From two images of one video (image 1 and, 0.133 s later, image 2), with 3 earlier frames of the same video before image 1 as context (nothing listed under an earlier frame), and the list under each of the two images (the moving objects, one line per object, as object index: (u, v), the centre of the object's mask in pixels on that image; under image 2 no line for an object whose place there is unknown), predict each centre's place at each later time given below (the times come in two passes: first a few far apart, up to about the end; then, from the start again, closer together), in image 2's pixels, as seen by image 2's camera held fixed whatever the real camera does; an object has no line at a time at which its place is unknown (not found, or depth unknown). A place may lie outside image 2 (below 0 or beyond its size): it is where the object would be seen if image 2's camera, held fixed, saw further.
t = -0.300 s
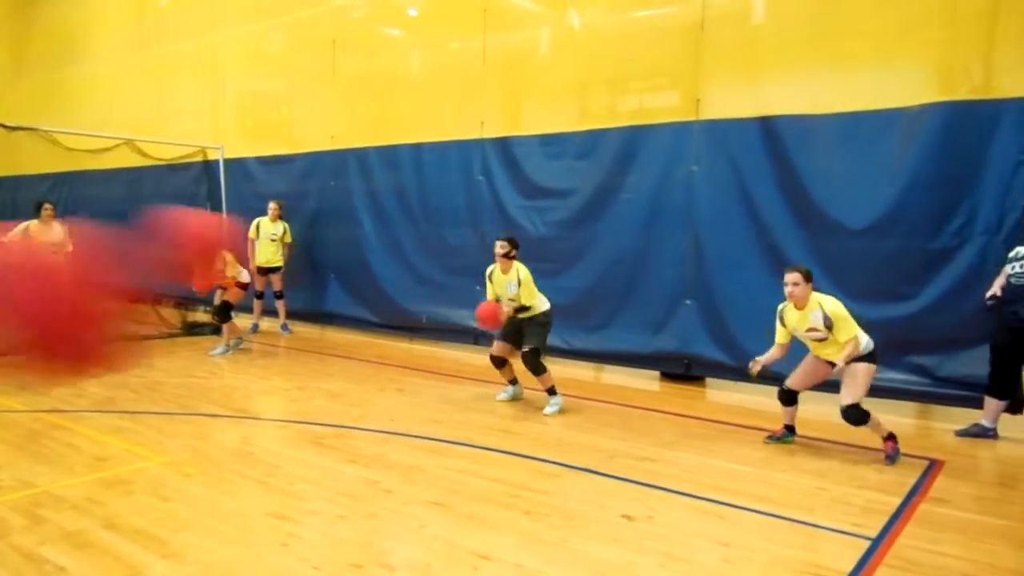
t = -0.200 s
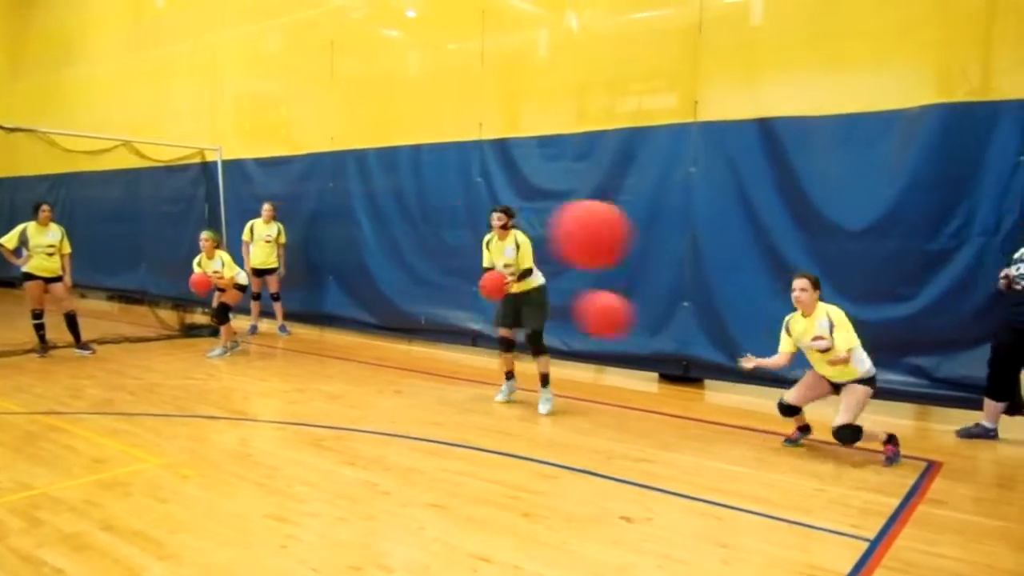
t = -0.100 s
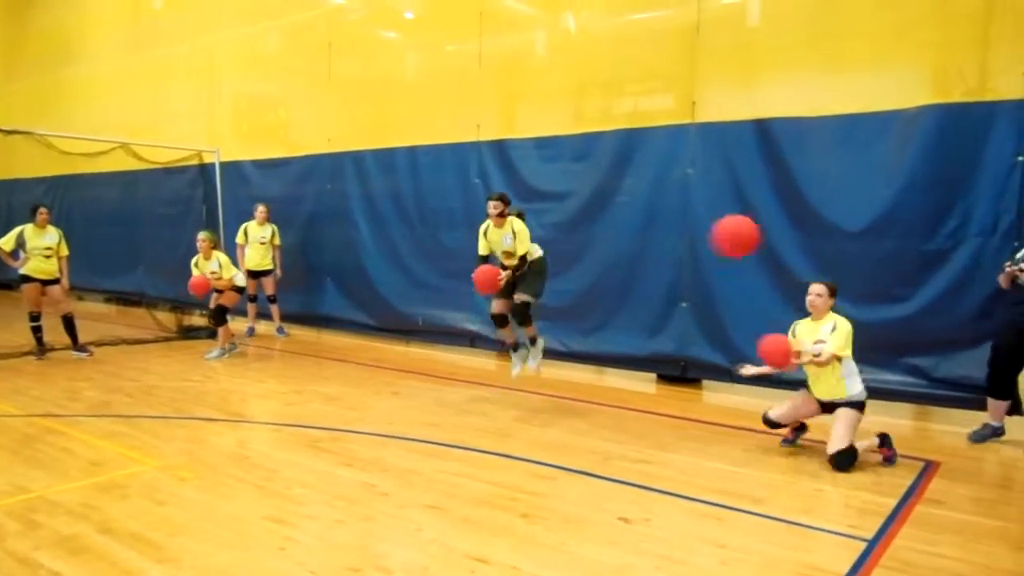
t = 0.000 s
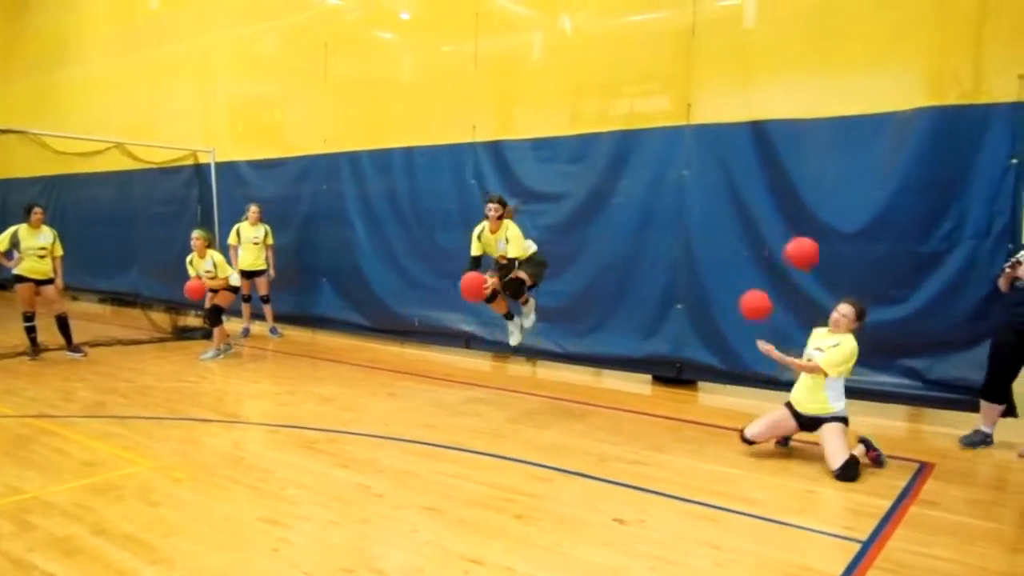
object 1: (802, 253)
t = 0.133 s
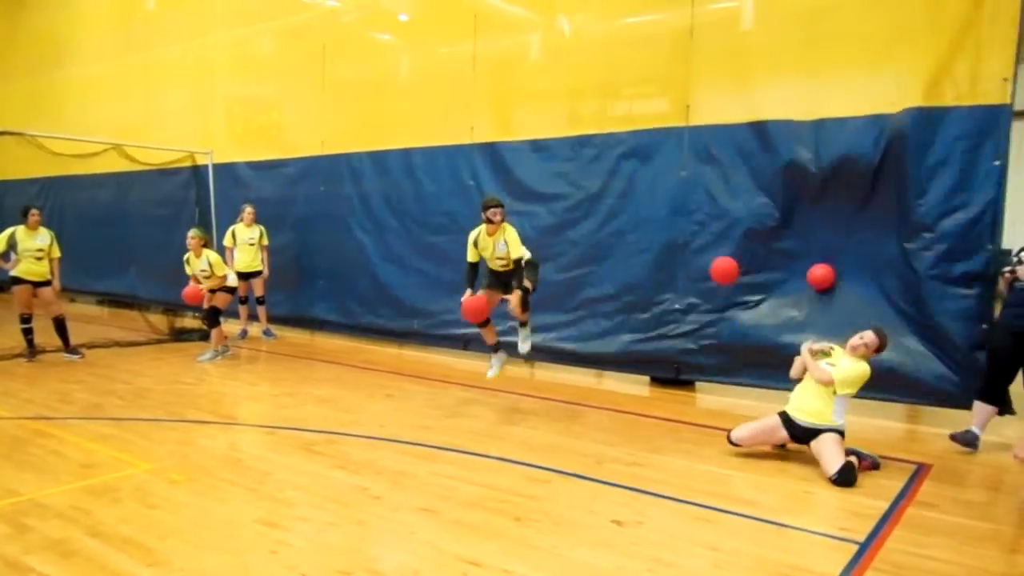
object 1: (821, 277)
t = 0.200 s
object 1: (805, 289)
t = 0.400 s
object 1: (754, 353)
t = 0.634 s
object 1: (701, 369)
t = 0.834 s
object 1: (657, 357)
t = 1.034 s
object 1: (610, 389)
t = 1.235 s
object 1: (560, 378)
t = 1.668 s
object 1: (445, 396)
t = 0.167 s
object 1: (813, 283)
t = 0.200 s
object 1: (805, 289)
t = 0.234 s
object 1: (797, 296)
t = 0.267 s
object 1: (789, 305)
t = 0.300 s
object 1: (780, 315)
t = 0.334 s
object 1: (771, 326)
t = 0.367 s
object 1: (763, 339)
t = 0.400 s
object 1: (754, 353)
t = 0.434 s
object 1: (747, 366)
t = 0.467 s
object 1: (740, 375)
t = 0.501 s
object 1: (730, 385)
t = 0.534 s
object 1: (722, 392)
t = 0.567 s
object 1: (715, 382)
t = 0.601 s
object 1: (708, 375)
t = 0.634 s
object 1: (701, 369)
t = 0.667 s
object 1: (695, 364)
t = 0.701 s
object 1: (688, 360)
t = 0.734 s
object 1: (680, 357)
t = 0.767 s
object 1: (674, 356)
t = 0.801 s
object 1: (665, 355)
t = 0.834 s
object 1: (657, 357)
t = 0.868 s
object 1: (650, 358)
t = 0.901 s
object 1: (643, 361)
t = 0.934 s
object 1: (635, 366)
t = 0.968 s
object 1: (626, 373)
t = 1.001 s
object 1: (619, 381)
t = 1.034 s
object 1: (610, 389)
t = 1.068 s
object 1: (602, 402)
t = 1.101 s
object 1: (593, 401)
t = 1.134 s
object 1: (585, 393)
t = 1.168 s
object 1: (577, 386)
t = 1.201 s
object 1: (568, 381)
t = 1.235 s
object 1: (560, 378)
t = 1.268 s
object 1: (552, 375)
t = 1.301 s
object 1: (544, 373)
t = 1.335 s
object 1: (534, 373)
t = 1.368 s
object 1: (526, 375)
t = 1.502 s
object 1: (491, 396)
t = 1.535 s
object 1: (481, 405)
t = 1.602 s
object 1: (464, 407)
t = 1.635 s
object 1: (454, 400)
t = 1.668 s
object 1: (445, 396)
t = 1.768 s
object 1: (416, 390)
